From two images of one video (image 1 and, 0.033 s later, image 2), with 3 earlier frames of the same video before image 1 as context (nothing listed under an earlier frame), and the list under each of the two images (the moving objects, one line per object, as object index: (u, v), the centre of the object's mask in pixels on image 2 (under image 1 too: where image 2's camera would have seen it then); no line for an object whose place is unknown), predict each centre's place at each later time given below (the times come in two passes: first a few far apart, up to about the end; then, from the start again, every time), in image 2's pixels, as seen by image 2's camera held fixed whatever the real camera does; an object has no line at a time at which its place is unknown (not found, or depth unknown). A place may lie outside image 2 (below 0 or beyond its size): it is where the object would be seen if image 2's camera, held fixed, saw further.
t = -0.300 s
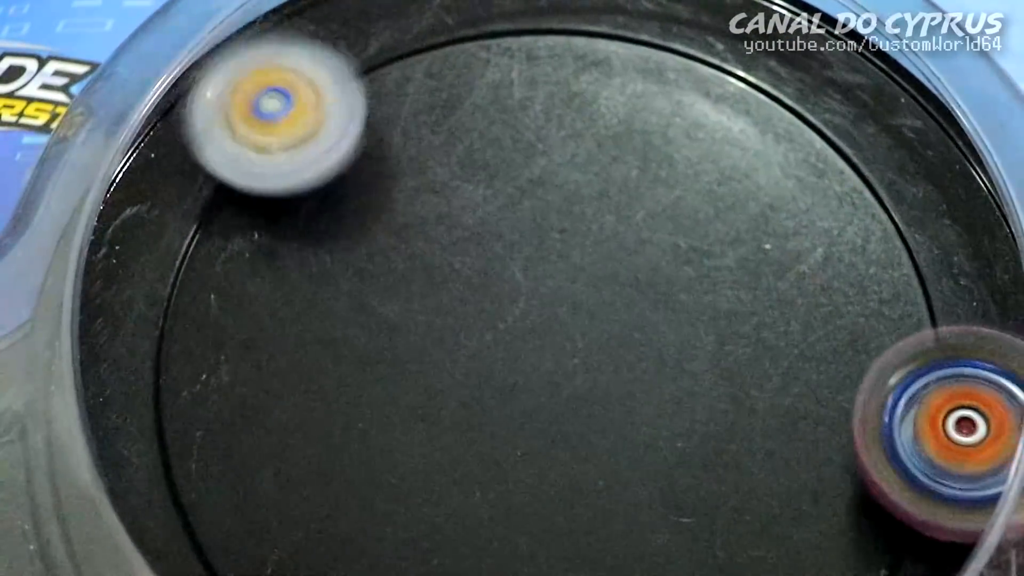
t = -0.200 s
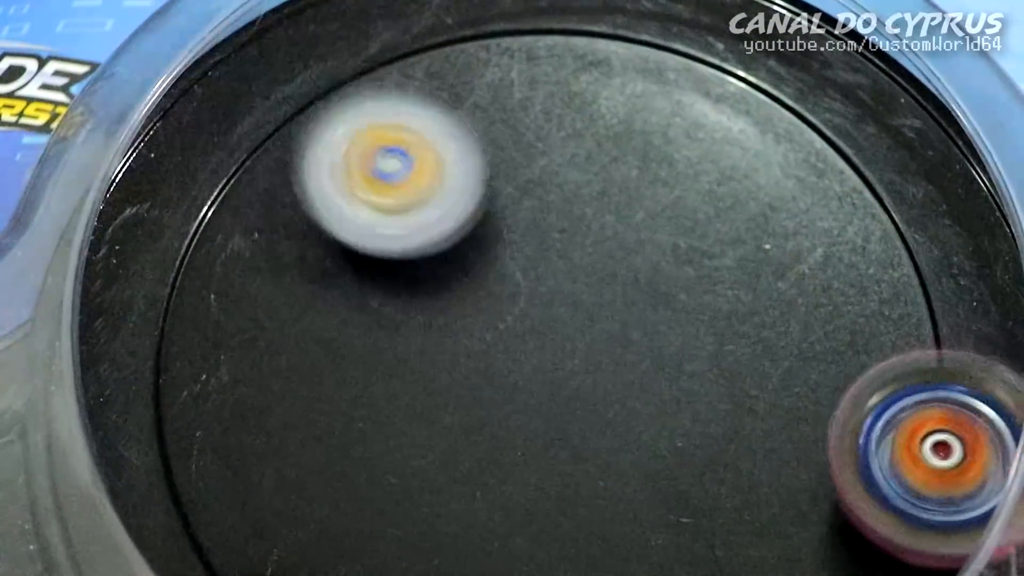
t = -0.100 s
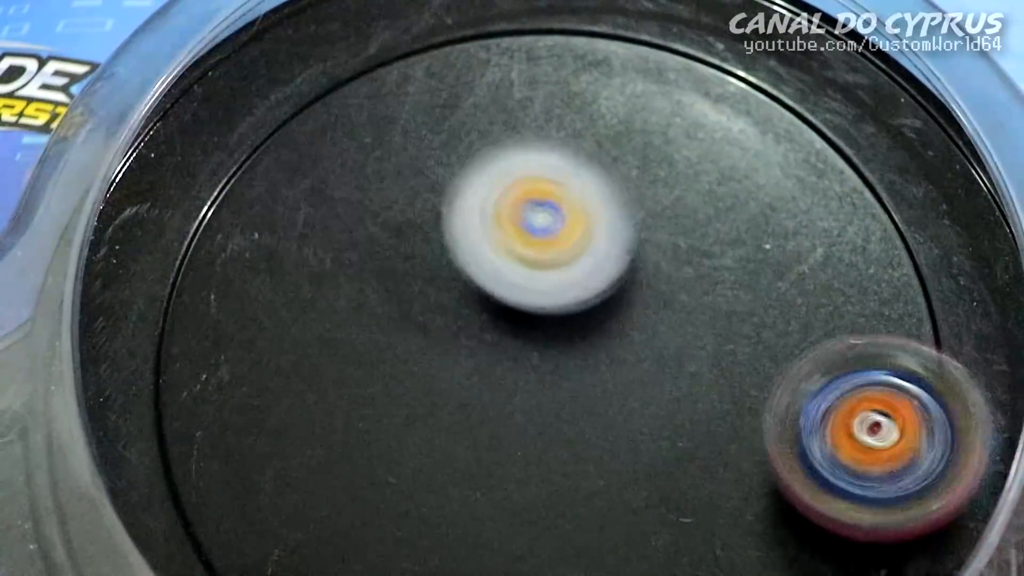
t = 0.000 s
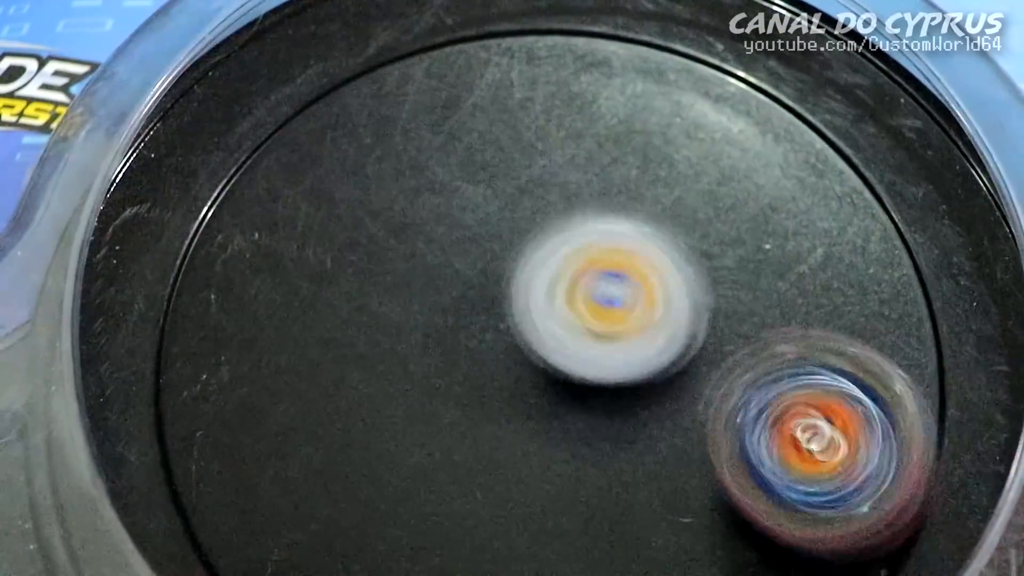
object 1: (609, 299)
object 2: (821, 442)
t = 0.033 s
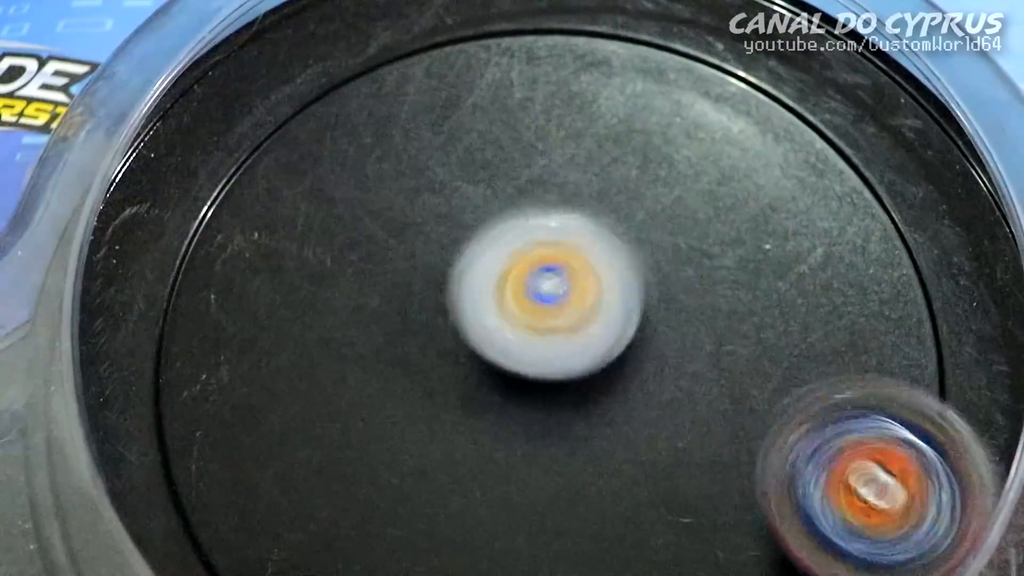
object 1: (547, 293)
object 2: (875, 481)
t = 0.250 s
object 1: (326, 237)
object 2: (942, 540)
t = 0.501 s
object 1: (453, 165)
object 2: (922, 507)
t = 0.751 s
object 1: (481, 374)
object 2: (876, 502)
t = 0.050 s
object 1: (520, 291)
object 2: (892, 490)
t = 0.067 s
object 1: (494, 290)
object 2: (900, 492)
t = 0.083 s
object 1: (470, 289)
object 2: (902, 496)
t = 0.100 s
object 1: (448, 289)
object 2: (903, 502)
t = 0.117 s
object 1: (428, 287)
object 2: (905, 506)
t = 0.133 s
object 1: (410, 284)
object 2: (907, 510)
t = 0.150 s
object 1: (393, 278)
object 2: (910, 515)
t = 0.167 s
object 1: (377, 273)
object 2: (912, 519)
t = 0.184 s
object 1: (362, 266)
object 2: (915, 523)
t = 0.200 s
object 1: (349, 259)
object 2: (918, 527)
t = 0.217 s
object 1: (340, 251)
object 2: (920, 531)
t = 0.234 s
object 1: (333, 245)
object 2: (923, 535)
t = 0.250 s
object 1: (326, 237)
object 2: (942, 540)
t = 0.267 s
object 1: (321, 230)
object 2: (945, 542)
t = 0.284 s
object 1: (320, 222)
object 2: (949, 543)
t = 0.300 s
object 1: (318, 214)
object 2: (948, 543)
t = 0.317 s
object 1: (319, 204)
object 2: (947, 542)
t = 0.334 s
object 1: (324, 194)
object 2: (945, 540)
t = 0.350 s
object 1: (330, 185)
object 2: (942, 536)
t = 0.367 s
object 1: (337, 177)
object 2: (927, 531)
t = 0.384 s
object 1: (347, 171)
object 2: (937, 530)
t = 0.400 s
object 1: (360, 164)
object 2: (936, 527)
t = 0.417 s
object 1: (373, 160)
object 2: (924, 519)
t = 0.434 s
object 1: (386, 156)
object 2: (923, 516)
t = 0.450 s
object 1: (402, 154)
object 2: (923, 513)
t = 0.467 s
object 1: (420, 154)
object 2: (923, 510)
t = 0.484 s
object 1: (436, 158)
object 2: (922, 509)
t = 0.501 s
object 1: (453, 165)
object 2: (922, 507)
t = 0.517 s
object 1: (472, 174)
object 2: (921, 506)
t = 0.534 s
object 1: (491, 186)
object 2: (918, 506)
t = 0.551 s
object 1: (506, 201)
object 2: (915, 506)
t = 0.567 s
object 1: (521, 216)
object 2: (909, 506)
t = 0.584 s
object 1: (536, 234)
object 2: (902, 506)
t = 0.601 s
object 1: (550, 253)
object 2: (894, 507)
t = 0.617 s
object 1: (563, 272)
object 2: (886, 506)
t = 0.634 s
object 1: (573, 293)
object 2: (876, 506)
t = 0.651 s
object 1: (583, 314)
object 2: (864, 506)
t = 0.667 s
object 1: (591, 337)
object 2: (850, 503)
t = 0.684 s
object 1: (597, 360)
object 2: (832, 497)
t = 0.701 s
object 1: (600, 384)
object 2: (813, 489)
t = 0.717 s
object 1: (599, 407)
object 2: (798, 484)
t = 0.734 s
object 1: (552, 402)
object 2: (833, 491)
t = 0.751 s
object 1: (481, 374)
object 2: (876, 502)
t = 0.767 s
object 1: (416, 348)
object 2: (902, 505)
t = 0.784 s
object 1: (355, 322)
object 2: (921, 508)
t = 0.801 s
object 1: (300, 294)
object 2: (932, 516)
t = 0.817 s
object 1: (250, 266)
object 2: (945, 522)
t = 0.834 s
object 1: (202, 238)
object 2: (963, 529)
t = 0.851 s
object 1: (176, 213)
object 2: (962, 526)
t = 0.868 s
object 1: (166, 191)
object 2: (956, 520)
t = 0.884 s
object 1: (175, 185)
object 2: (956, 514)
